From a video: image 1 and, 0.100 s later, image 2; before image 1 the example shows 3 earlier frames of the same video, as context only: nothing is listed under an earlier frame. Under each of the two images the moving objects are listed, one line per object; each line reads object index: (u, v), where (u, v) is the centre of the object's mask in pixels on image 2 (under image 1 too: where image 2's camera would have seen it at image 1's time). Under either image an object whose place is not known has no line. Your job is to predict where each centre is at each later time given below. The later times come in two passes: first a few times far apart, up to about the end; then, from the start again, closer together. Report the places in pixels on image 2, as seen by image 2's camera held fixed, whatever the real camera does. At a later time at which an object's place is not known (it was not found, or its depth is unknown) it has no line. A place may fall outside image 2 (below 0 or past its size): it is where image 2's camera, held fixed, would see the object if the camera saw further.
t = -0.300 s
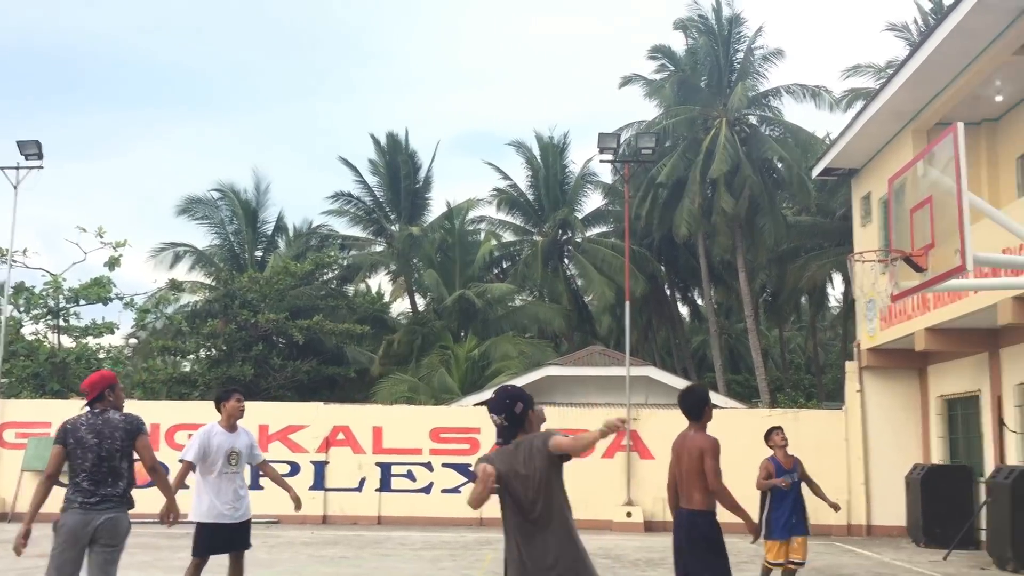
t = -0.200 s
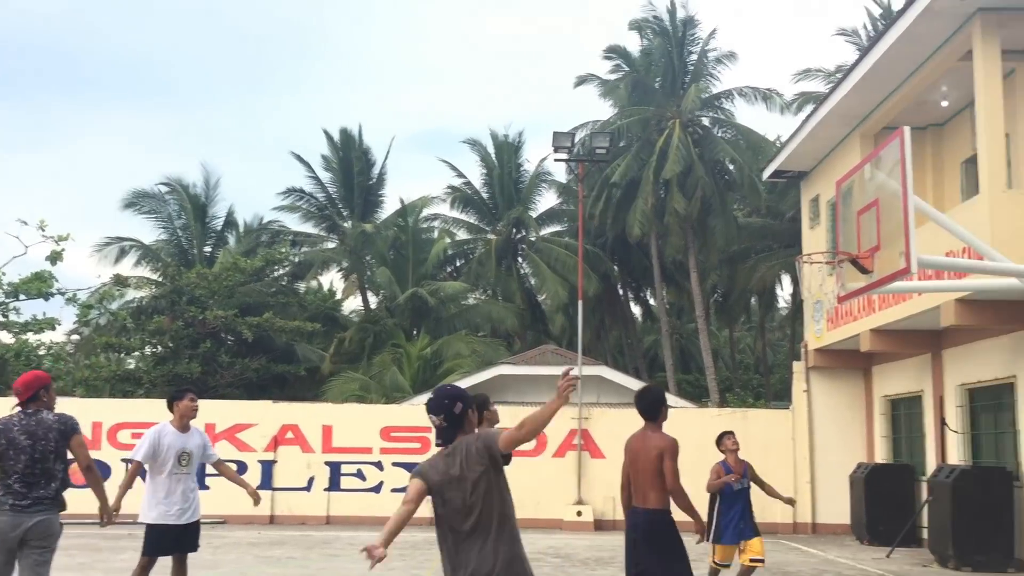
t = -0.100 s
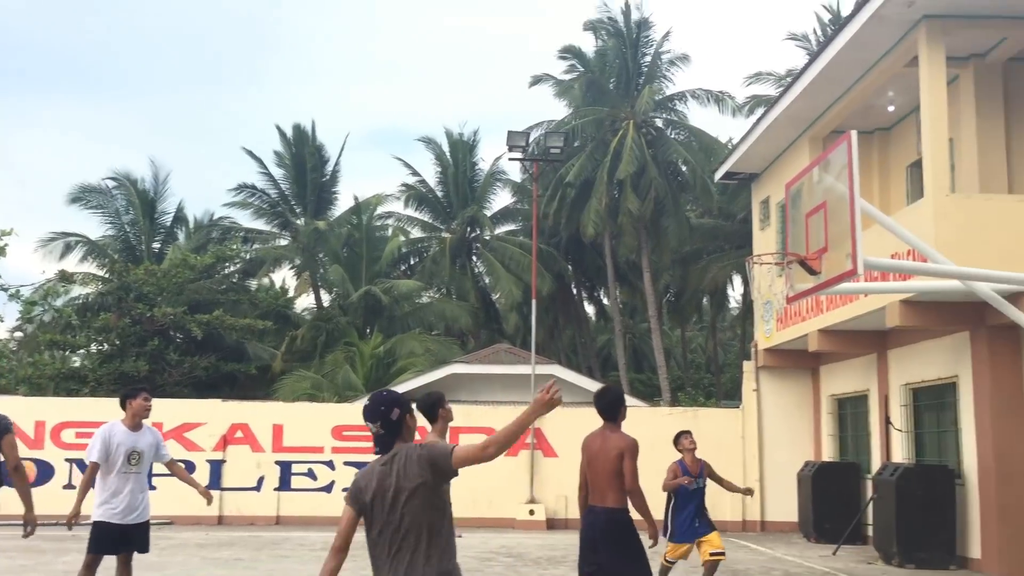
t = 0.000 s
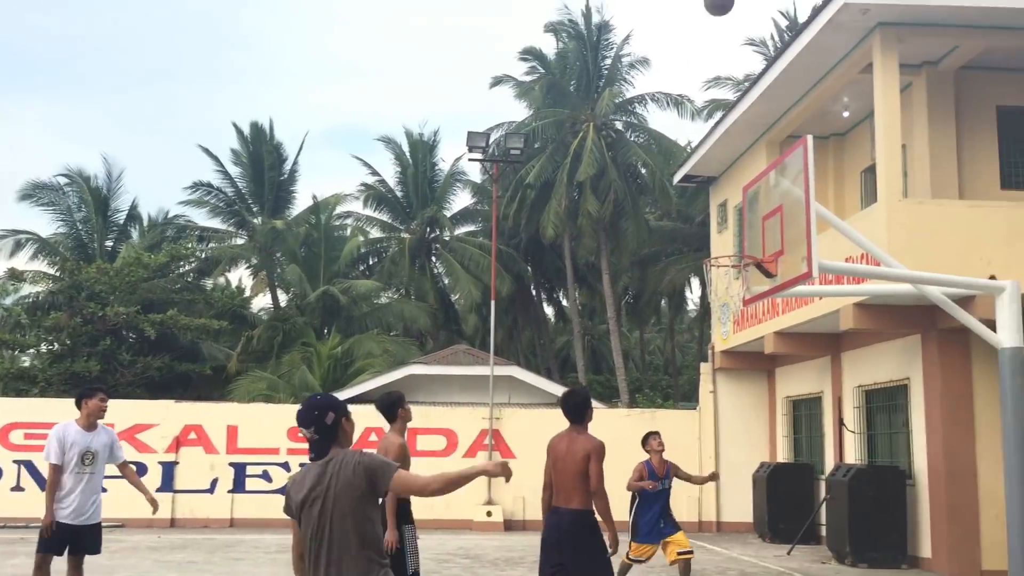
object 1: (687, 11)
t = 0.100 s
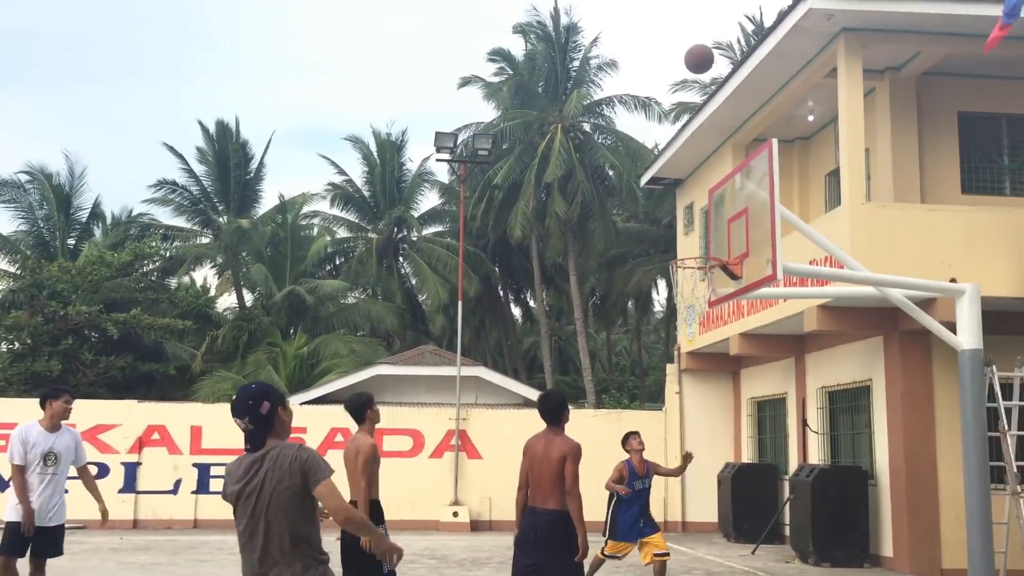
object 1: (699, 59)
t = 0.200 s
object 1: (712, 123)
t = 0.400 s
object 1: (735, 276)
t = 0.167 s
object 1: (707, 101)
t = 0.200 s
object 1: (712, 123)
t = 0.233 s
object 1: (716, 147)
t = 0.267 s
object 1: (720, 171)
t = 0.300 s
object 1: (724, 196)
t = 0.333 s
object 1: (728, 222)
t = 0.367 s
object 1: (732, 249)
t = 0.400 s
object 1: (735, 276)
